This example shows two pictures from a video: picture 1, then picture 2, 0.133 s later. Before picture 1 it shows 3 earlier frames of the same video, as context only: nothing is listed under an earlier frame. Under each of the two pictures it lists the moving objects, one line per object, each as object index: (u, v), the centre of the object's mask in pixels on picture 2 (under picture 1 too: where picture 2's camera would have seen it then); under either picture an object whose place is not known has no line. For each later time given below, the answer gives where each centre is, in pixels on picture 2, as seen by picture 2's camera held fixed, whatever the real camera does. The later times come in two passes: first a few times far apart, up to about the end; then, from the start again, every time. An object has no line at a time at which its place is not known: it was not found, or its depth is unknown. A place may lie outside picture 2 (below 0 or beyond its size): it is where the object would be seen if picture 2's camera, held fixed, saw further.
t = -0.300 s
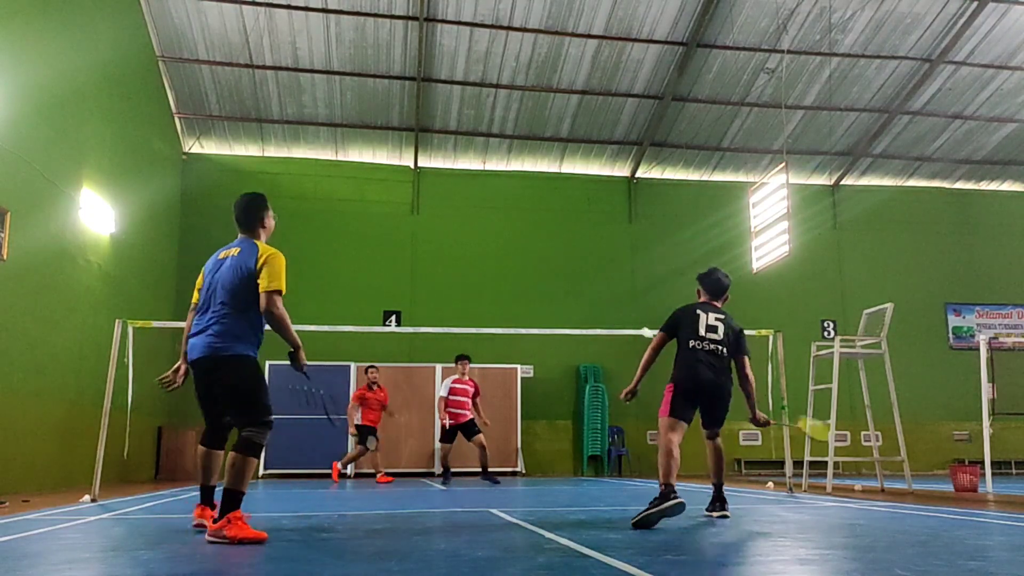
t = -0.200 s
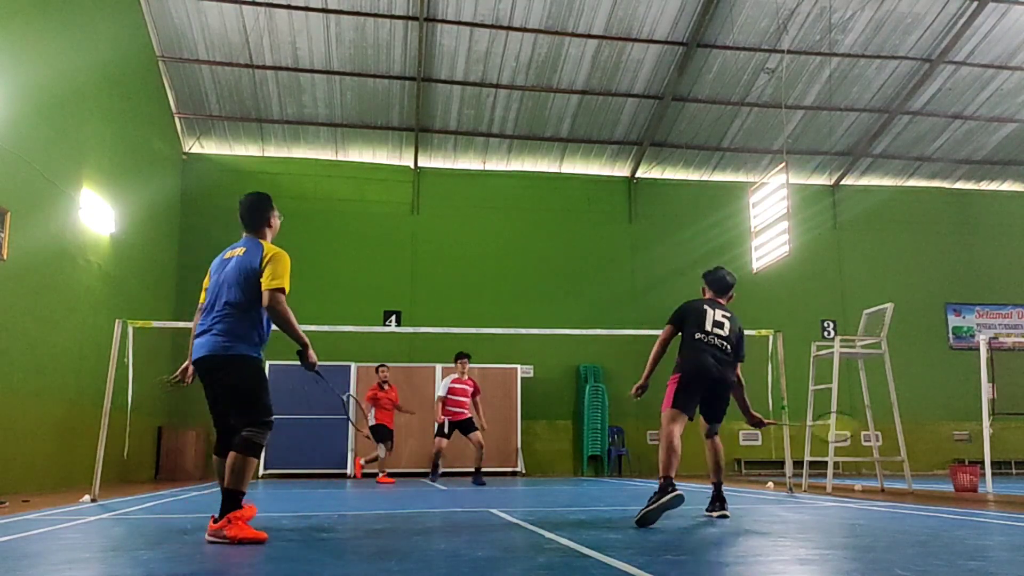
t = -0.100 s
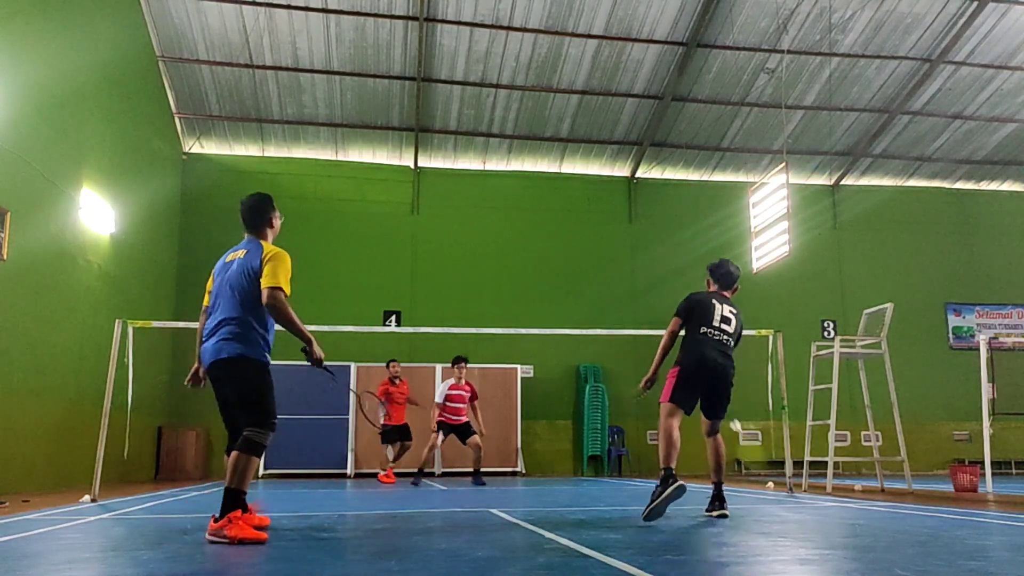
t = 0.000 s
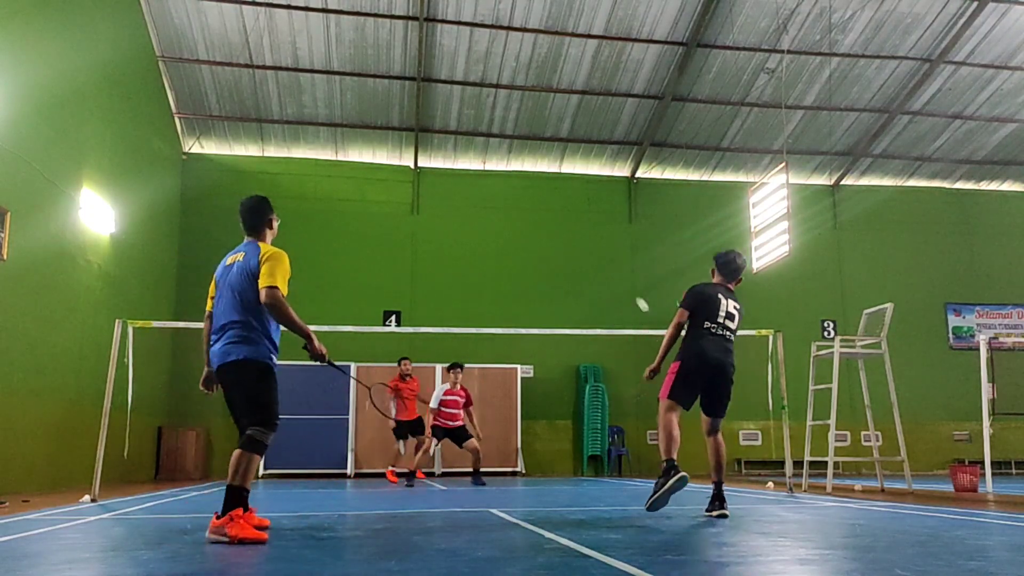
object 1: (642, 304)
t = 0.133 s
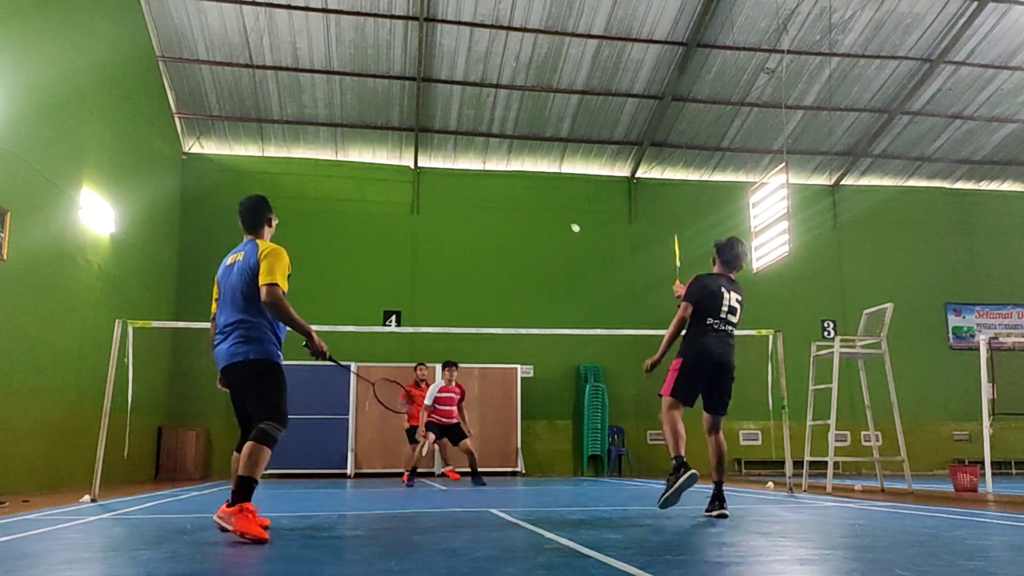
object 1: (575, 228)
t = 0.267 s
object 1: (539, 199)
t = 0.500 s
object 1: (502, 195)
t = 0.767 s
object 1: (478, 231)
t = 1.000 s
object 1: (465, 286)
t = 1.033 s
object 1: (464, 295)
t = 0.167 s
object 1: (564, 218)
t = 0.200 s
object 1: (554, 209)
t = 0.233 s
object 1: (546, 203)
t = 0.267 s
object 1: (539, 199)
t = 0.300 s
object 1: (532, 195)
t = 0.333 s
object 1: (526, 193)
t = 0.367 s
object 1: (520, 191)
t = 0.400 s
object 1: (515, 191)
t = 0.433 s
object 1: (510, 192)
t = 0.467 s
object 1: (506, 193)
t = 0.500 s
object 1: (502, 195)
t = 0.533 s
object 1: (498, 197)
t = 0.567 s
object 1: (495, 200)
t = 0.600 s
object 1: (491, 204)
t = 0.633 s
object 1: (489, 209)
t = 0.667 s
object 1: (485, 214)
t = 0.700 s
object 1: (483, 219)
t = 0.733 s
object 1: (480, 225)
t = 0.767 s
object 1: (478, 231)
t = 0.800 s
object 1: (476, 238)
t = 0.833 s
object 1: (474, 245)
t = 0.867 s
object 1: (472, 253)
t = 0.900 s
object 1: (470, 261)
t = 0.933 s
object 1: (469, 269)
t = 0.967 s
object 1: (467, 278)
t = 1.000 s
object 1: (465, 286)
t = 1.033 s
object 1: (464, 295)
